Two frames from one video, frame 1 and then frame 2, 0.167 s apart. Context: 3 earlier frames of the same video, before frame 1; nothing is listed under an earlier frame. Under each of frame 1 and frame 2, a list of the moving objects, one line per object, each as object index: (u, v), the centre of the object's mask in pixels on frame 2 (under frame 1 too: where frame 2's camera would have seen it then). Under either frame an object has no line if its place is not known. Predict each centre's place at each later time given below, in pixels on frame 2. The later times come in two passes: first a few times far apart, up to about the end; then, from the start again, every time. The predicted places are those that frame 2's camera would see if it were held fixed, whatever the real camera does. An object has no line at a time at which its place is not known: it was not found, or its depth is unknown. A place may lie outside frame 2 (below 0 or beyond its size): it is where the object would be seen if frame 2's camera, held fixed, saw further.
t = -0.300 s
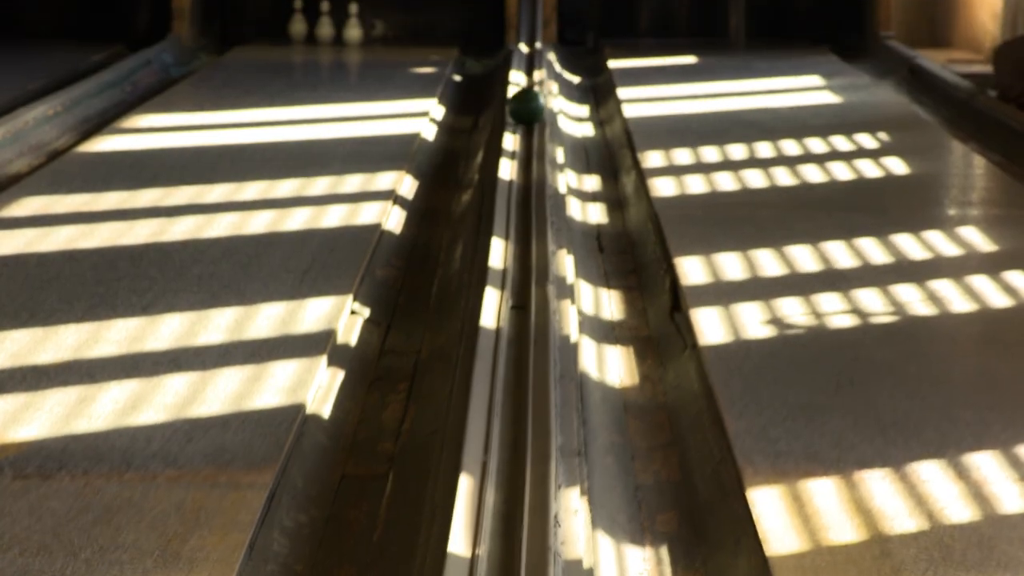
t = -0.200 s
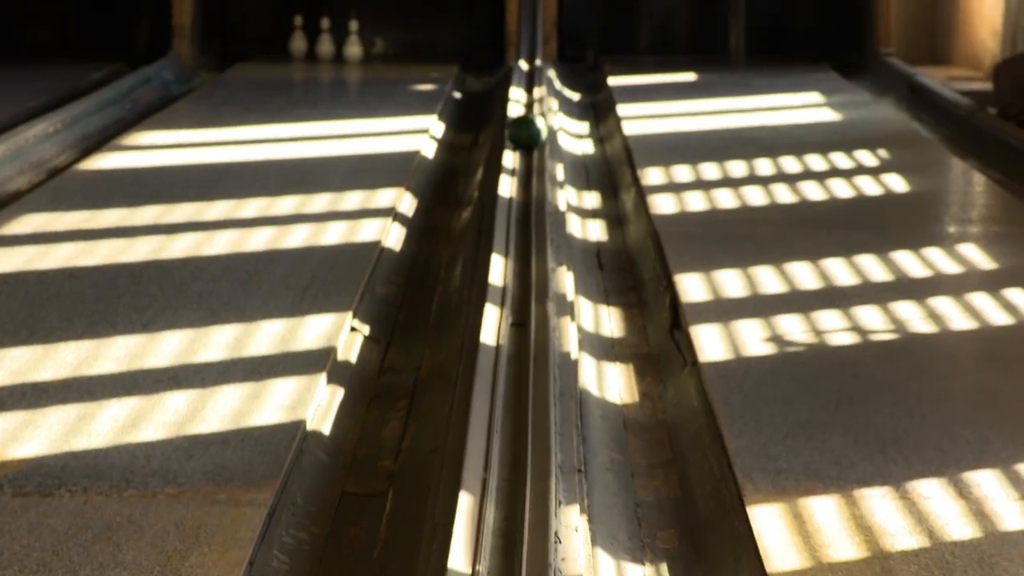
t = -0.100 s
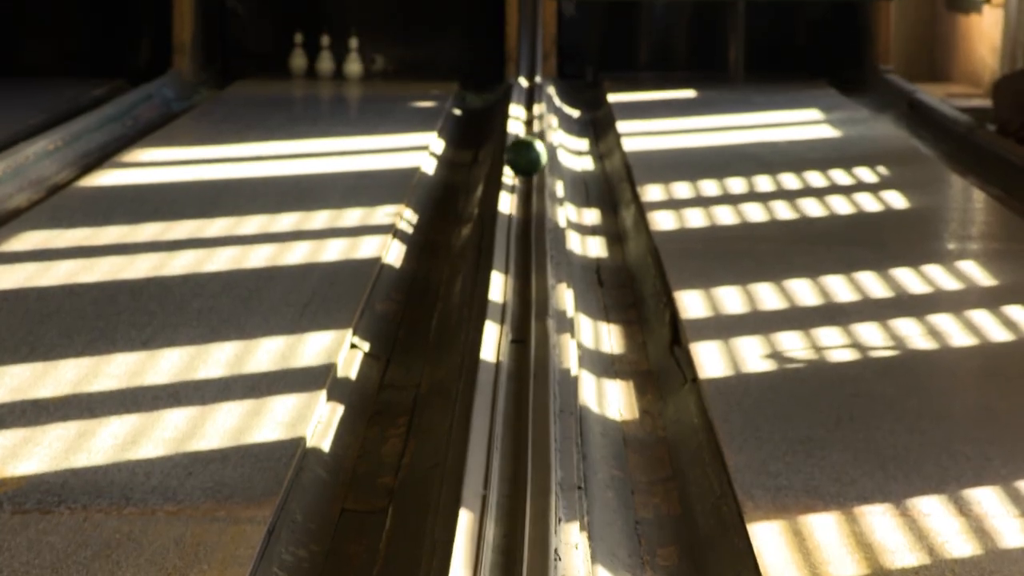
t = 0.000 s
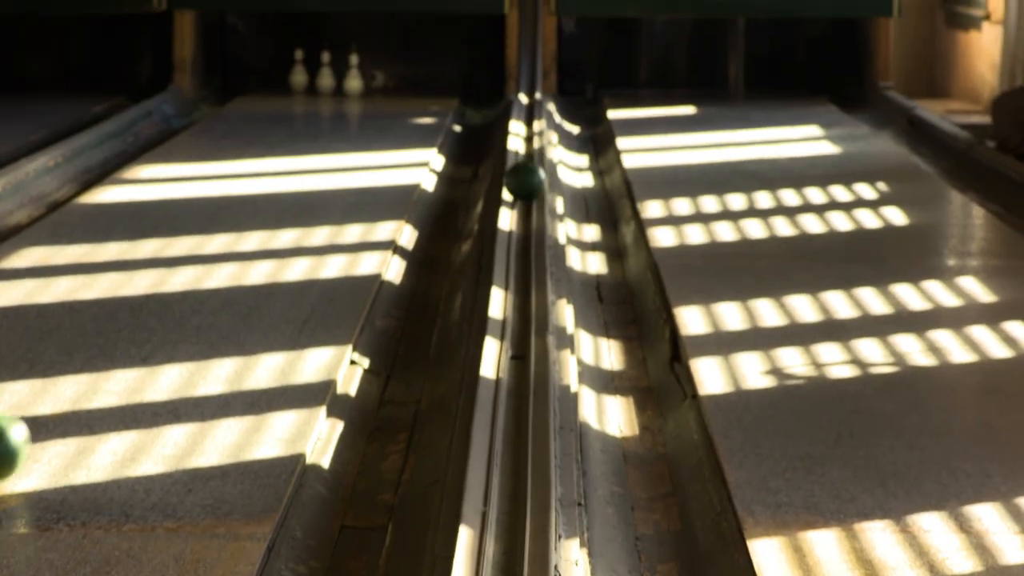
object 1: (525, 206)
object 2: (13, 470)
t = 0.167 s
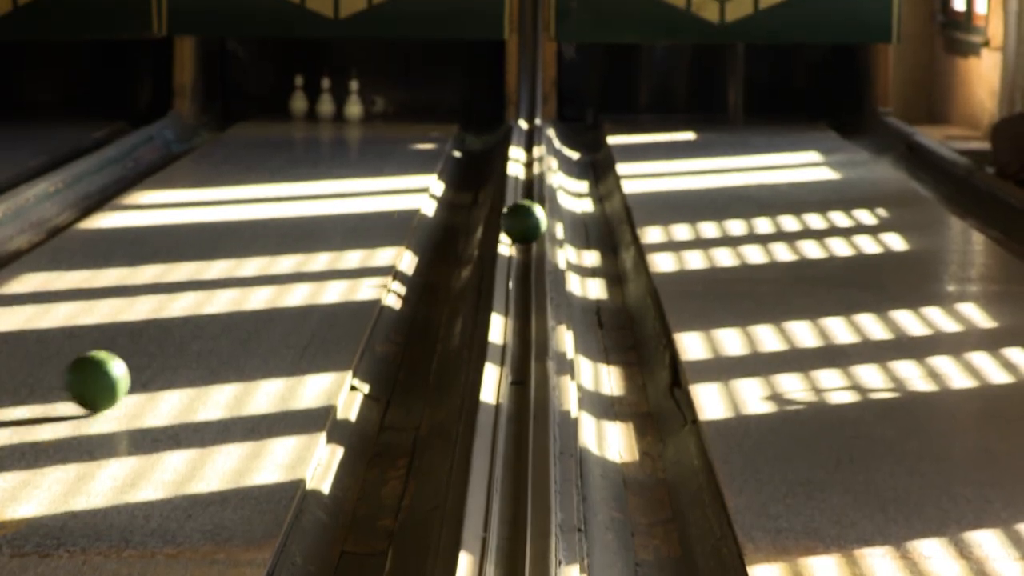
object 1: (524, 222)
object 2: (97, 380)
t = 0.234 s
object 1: (524, 229)
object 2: (128, 352)
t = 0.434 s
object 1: (520, 250)
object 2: (202, 293)
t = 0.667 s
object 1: (520, 281)
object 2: (260, 242)
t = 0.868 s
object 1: (520, 309)
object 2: (296, 210)
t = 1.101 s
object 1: (517, 350)
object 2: (331, 178)
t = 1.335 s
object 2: (358, 153)
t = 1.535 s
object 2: (377, 137)
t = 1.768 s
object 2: (398, 119)
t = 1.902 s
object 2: (408, 110)
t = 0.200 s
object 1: (524, 225)
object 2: (113, 368)
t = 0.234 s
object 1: (524, 229)
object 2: (128, 352)
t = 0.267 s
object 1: (523, 232)
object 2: (143, 338)
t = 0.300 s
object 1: (522, 236)
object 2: (156, 331)
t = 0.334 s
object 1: (522, 240)
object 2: (168, 322)
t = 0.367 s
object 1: (521, 244)
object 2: (180, 311)
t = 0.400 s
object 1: (521, 247)
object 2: (191, 300)
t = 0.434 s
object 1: (520, 250)
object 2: (202, 293)
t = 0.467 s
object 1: (520, 255)
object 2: (212, 284)
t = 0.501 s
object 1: (521, 259)
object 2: (221, 276)
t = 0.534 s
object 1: (521, 263)
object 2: (230, 268)
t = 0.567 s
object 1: (520, 267)
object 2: (238, 260)
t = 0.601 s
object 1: (521, 271)
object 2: (245, 255)
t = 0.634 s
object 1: (520, 275)
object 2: (253, 248)
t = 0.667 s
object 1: (520, 281)
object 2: (260, 242)
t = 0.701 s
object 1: (520, 285)
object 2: (267, 237)
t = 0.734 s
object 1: (520, 289)
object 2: (273, 231)
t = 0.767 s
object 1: (520, 294)
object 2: (279, 225)
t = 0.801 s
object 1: (520, 299)
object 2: (284, 219)
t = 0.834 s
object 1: (520, 304)
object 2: (291, 214)
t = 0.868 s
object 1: (520, 309)
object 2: (296, 210)
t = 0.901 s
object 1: (519, 315)
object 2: (301, 205)
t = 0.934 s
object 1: (519, 321)
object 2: (307, 200)
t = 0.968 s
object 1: (518, 326)
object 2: (312, 195)
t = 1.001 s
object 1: (518, 332)
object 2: (317, 189)
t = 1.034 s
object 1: (518, 338)
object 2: (322, 186)
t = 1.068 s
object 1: (517, 344)
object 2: (326, 183)
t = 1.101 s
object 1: (517, 350)
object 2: (331, 178)
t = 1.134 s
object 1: (517, 357)
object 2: (335, 174)
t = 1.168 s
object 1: (516, 363)
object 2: (339, 170)
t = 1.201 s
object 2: (344, 166)
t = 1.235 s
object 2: (347, 163)
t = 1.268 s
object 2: (350, 160)
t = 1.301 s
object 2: (354, 156)
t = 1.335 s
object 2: (358, 153)
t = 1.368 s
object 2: (361, 150)
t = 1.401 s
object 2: (365, 147)
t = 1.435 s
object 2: (368, 144)
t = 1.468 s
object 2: (371, 142)
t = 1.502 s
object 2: (374, 138)
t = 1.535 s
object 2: (377, 137)
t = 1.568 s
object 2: (380, 134)
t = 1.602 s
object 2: (383, 132)
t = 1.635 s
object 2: (387, 128)
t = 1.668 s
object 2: (389, 126)
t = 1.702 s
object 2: (392, 123)
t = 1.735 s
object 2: (395, 122)
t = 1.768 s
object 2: (398, 119)
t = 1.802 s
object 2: (400, 118)
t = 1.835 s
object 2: (403, 115)
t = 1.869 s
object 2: (406, 112)
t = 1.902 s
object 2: (408, 110)
